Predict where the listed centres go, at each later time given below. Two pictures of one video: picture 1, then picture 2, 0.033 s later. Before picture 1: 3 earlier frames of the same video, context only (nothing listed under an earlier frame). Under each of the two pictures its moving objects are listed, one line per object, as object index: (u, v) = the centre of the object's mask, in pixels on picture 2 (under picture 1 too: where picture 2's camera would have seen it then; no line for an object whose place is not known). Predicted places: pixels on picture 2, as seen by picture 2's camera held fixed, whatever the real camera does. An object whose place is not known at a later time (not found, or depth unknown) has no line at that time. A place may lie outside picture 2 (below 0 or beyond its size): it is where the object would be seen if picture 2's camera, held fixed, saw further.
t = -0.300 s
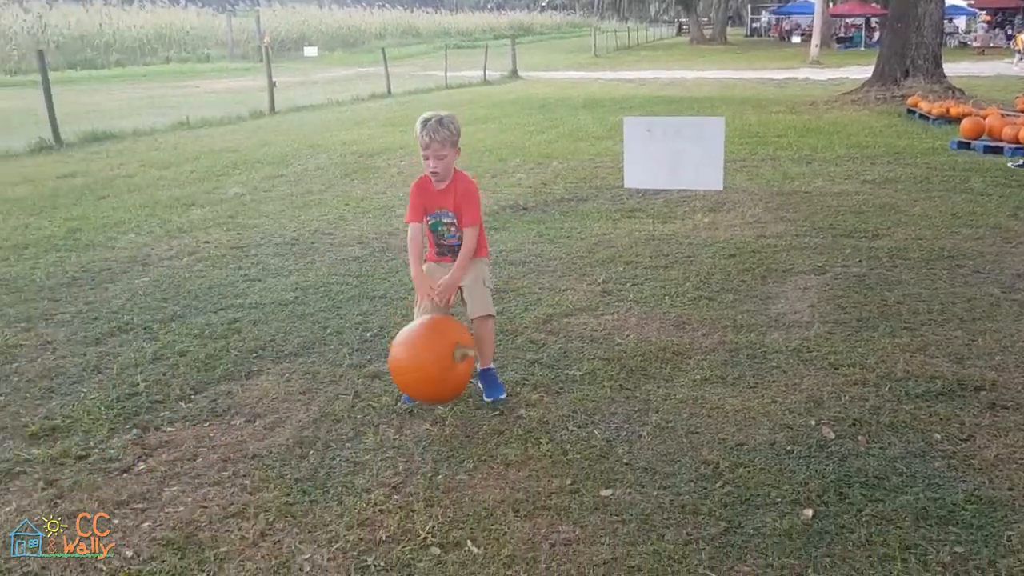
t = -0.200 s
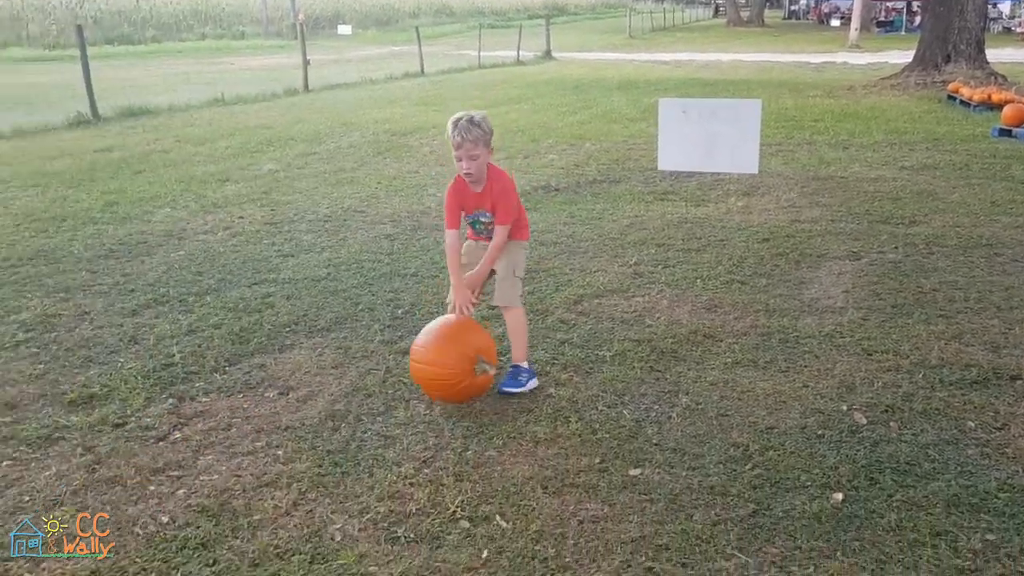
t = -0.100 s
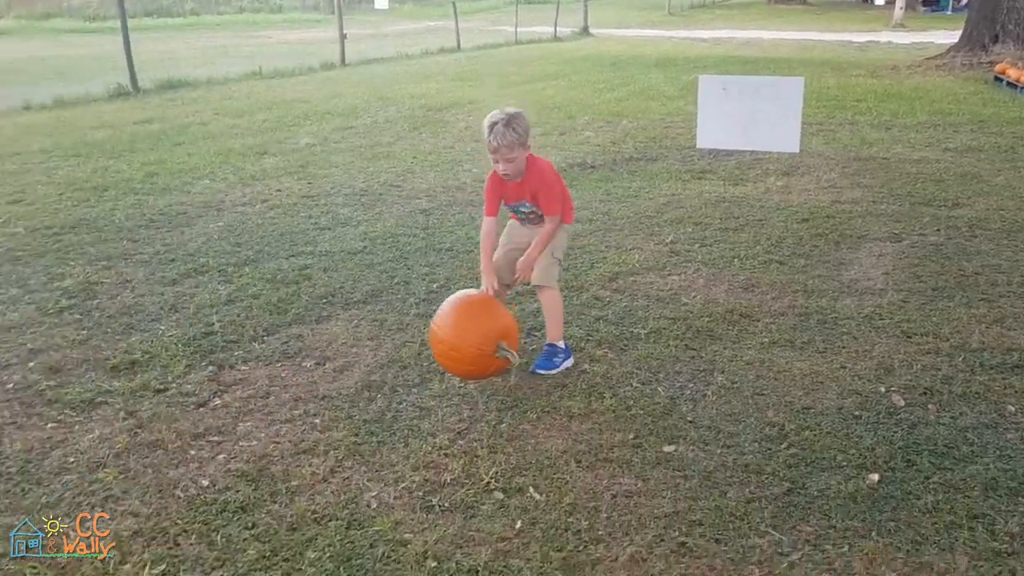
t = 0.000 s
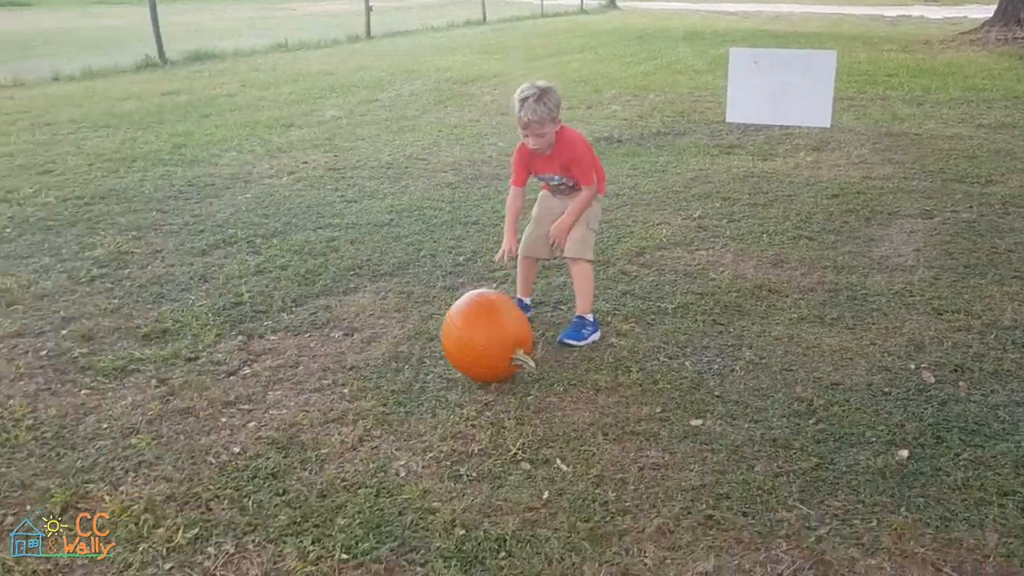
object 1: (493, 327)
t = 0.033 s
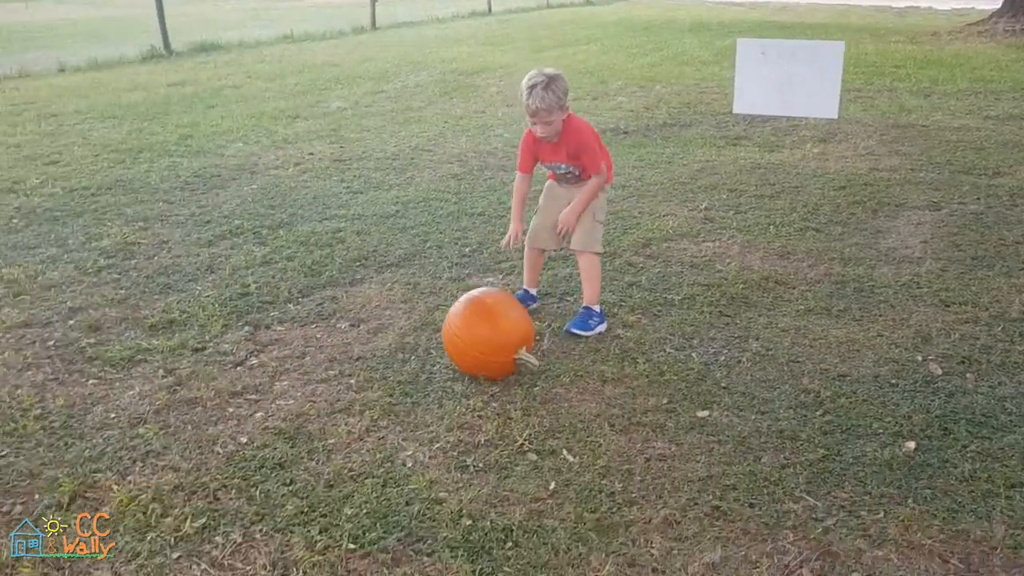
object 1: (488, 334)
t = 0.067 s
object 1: (483, 333)
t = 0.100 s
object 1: (477, 335)
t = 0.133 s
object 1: (472, 341)
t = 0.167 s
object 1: (466, 349)
